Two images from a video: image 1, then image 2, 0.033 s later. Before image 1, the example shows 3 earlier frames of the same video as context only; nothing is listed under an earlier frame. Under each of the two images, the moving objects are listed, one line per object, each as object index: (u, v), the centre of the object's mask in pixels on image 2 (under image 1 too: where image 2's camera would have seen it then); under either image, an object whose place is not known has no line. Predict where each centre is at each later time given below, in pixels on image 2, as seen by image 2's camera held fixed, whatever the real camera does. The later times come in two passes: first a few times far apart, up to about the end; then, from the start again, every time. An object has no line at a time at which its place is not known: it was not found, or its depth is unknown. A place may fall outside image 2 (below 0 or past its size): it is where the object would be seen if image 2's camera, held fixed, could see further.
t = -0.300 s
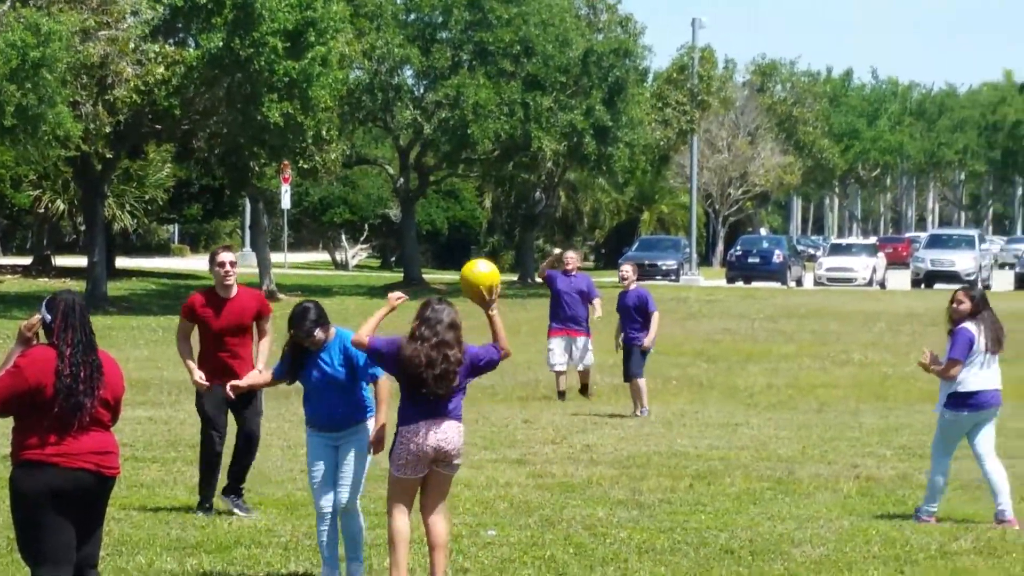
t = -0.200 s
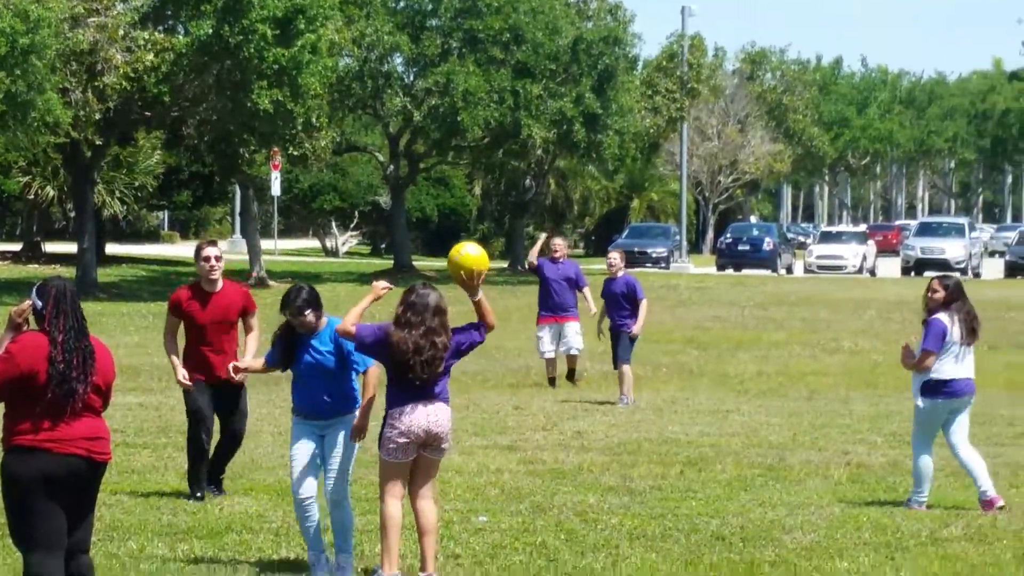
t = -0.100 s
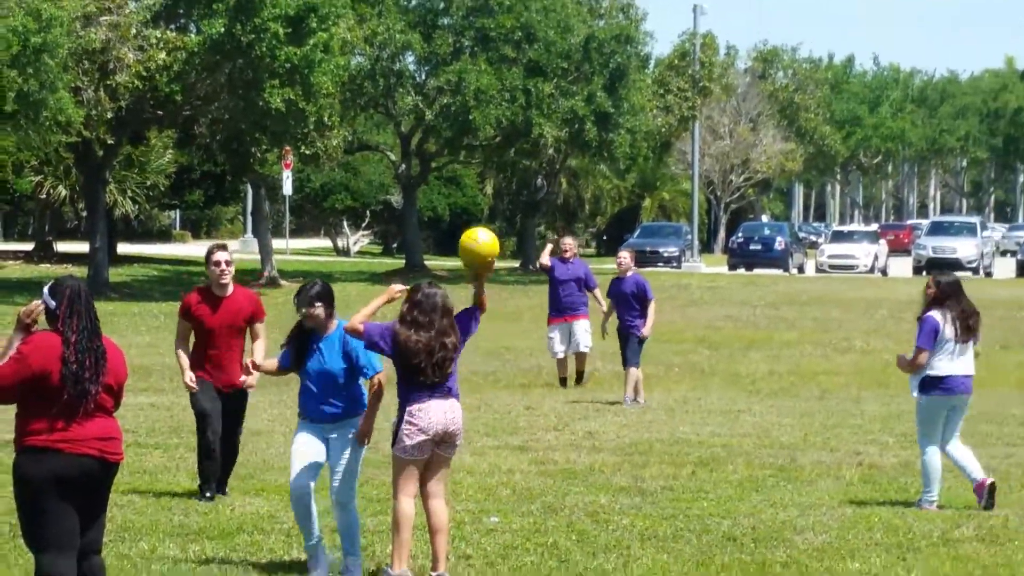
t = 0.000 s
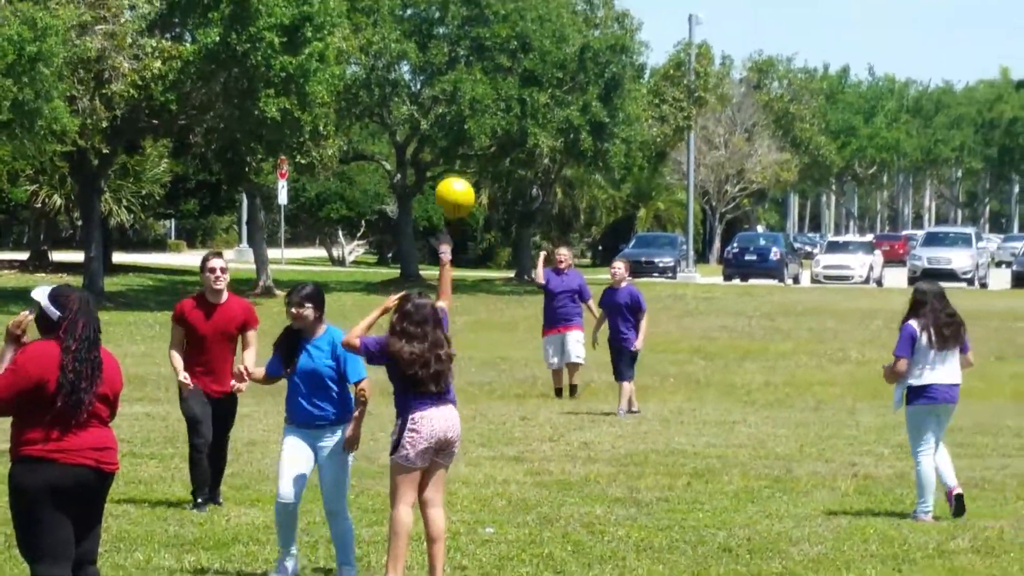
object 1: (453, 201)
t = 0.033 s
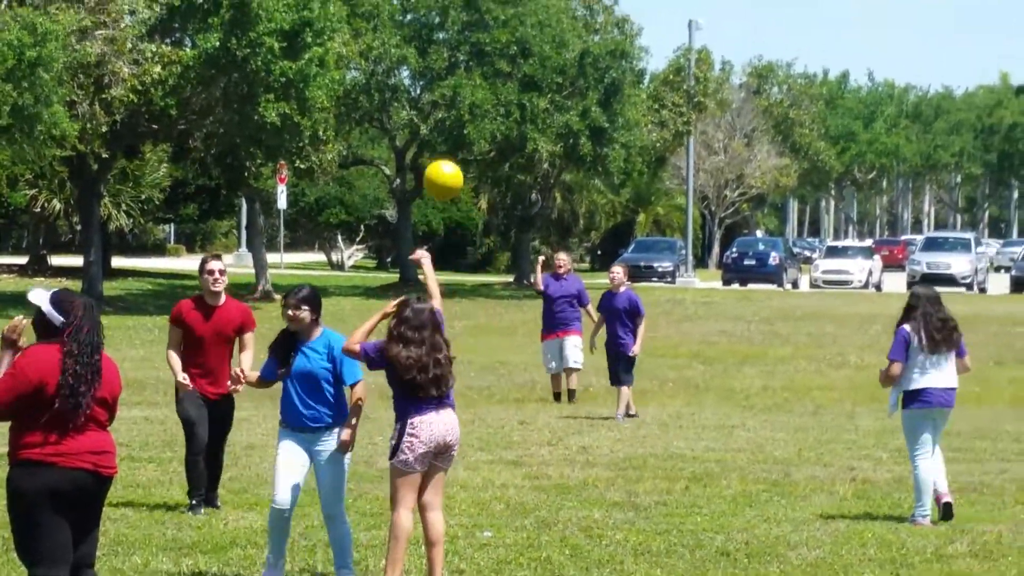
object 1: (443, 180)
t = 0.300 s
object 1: (360, 87)
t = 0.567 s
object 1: (281, 126)
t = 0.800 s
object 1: (221, 249)
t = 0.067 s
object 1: (432, 161)
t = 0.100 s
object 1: (421, 143)
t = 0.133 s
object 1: (411, 128)
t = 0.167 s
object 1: (400, 116)
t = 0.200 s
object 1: (390, 106)
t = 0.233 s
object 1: (379, 97)
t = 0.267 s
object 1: (370, 91)
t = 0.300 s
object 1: (360, 87)
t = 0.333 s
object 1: (349, 86)
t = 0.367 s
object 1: (340, 85)
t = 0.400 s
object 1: (330, 87)
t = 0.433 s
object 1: (320, 92)
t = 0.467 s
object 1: (310, 97)
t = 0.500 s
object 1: (300, 104)
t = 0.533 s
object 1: (291, 115)
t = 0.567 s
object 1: (281, 126)
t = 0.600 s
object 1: (272, 139)
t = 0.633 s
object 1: (263, 153)
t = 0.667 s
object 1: (255, 170)
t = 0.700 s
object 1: (247, 188)
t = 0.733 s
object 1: (239, 207)
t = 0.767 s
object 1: (230, 227)
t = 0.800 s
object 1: (221, 249)
